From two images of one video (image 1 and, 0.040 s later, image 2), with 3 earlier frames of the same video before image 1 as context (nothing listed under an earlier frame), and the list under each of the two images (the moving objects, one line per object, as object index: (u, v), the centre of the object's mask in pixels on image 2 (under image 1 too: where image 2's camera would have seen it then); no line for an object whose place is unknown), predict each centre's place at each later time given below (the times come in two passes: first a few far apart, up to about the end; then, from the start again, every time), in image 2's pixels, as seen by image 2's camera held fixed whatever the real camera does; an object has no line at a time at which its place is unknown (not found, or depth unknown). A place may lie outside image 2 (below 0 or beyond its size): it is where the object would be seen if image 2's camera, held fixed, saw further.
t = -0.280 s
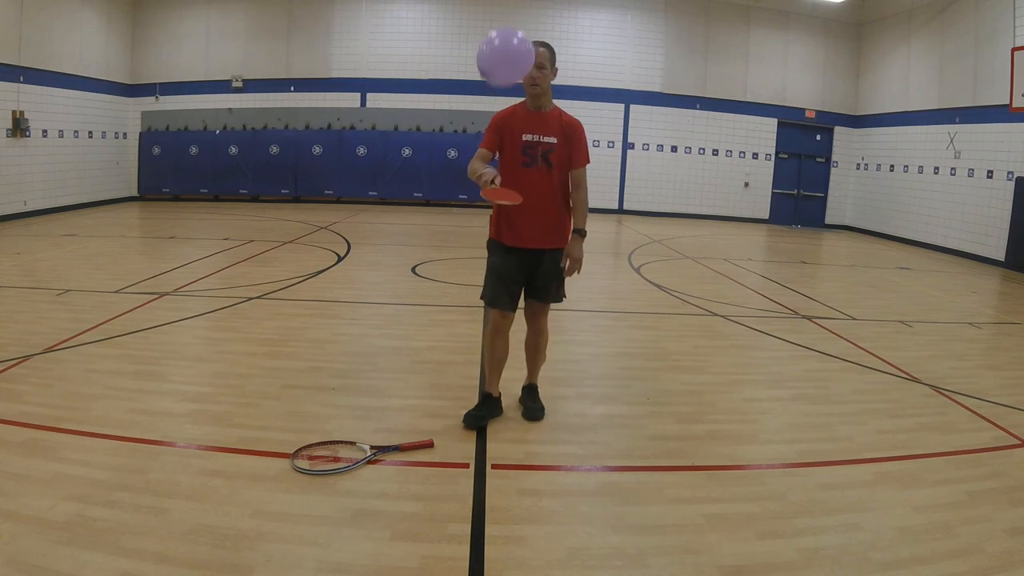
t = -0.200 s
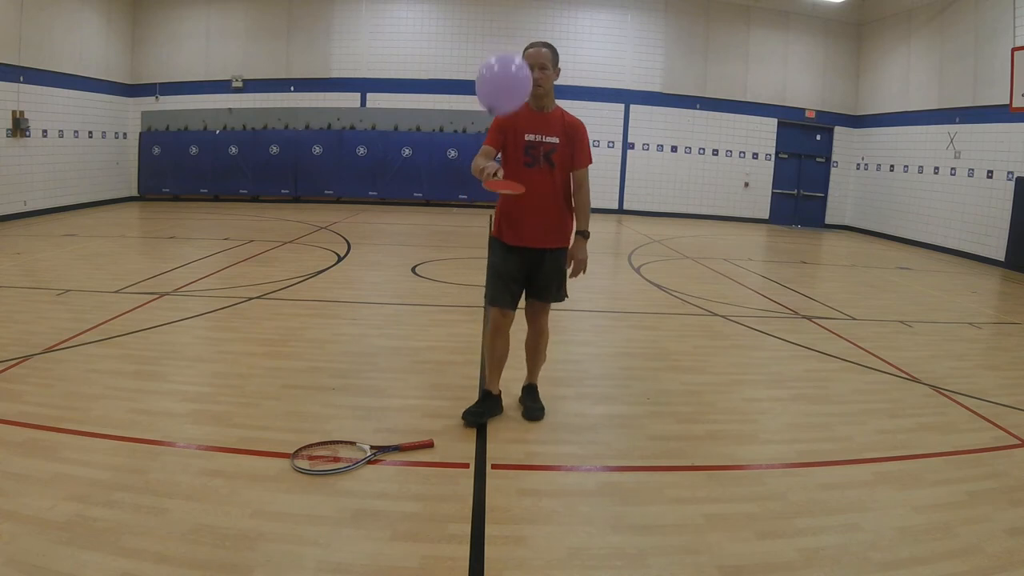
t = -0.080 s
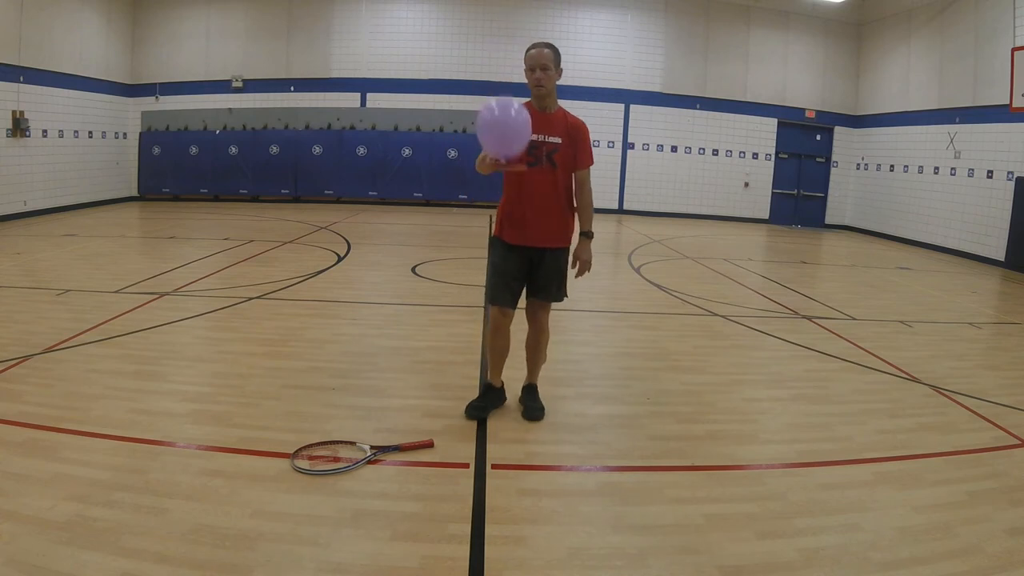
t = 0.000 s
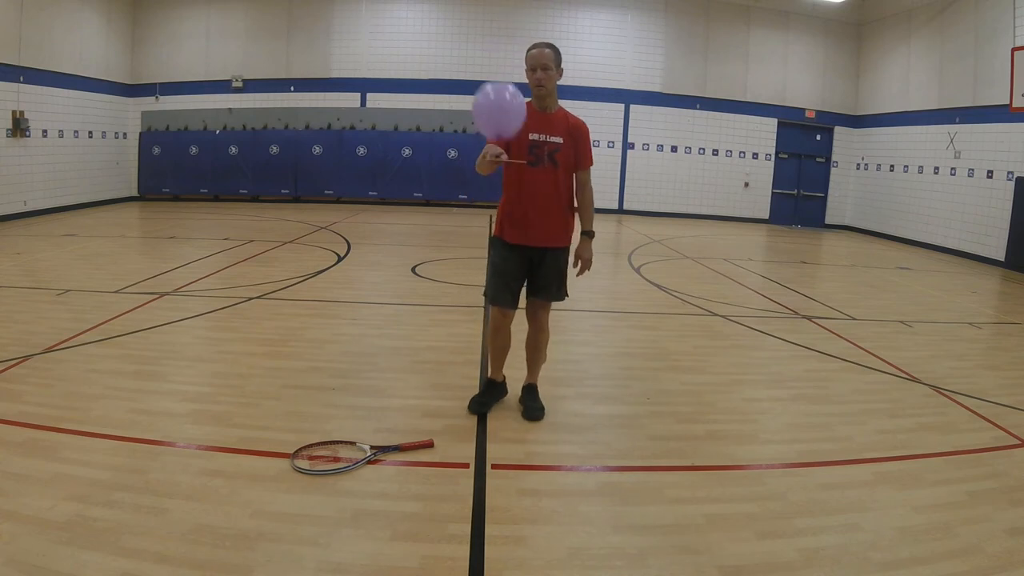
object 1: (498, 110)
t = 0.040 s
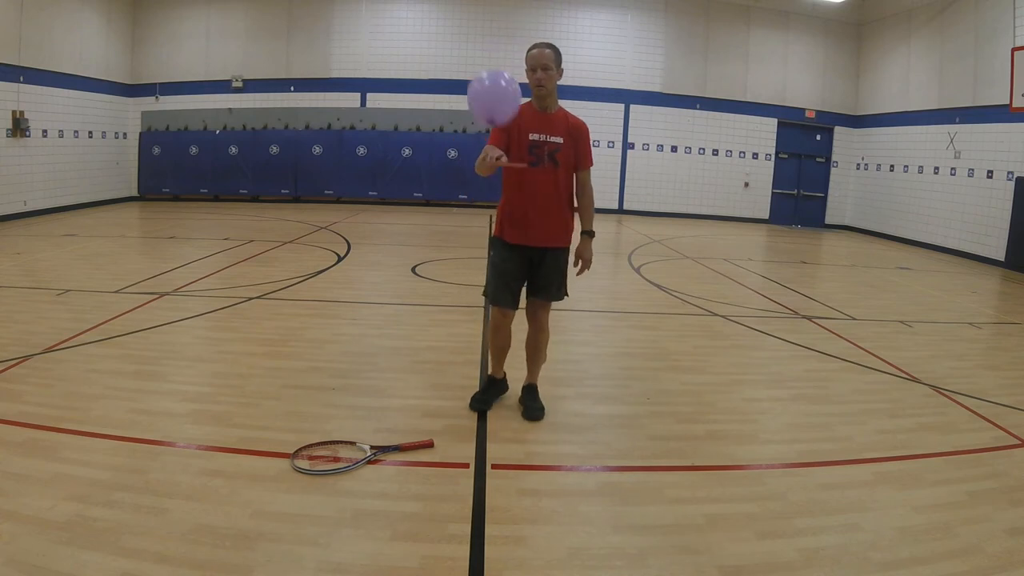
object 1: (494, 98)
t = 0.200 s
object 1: (476, 63)
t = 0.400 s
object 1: (458, 47)
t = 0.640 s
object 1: (439, 61)
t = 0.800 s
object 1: (431, 86)
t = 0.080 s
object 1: (489, 86)
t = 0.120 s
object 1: (485, 77)
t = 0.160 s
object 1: (480, 69)
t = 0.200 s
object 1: (476, 63)
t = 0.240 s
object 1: (472, 57)
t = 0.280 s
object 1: (468, 53)
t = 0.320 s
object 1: (465, 50)
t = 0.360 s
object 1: (461, 48)
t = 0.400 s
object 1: (458, 47)
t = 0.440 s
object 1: (454, 47)
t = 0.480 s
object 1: (451, 48)
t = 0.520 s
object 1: (448, 50)
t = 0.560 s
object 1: (445, 53)
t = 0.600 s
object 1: (442, 56)
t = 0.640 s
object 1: (439, 61)
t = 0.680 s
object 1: (437, 67)
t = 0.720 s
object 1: (435, 72)
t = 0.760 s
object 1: (433, 79)
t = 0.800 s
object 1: (431, 86)
